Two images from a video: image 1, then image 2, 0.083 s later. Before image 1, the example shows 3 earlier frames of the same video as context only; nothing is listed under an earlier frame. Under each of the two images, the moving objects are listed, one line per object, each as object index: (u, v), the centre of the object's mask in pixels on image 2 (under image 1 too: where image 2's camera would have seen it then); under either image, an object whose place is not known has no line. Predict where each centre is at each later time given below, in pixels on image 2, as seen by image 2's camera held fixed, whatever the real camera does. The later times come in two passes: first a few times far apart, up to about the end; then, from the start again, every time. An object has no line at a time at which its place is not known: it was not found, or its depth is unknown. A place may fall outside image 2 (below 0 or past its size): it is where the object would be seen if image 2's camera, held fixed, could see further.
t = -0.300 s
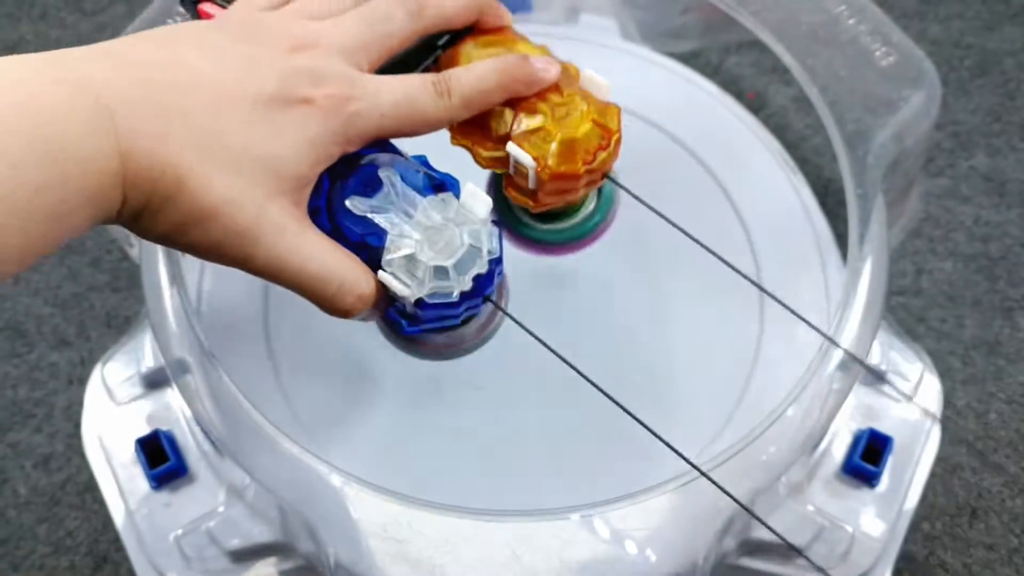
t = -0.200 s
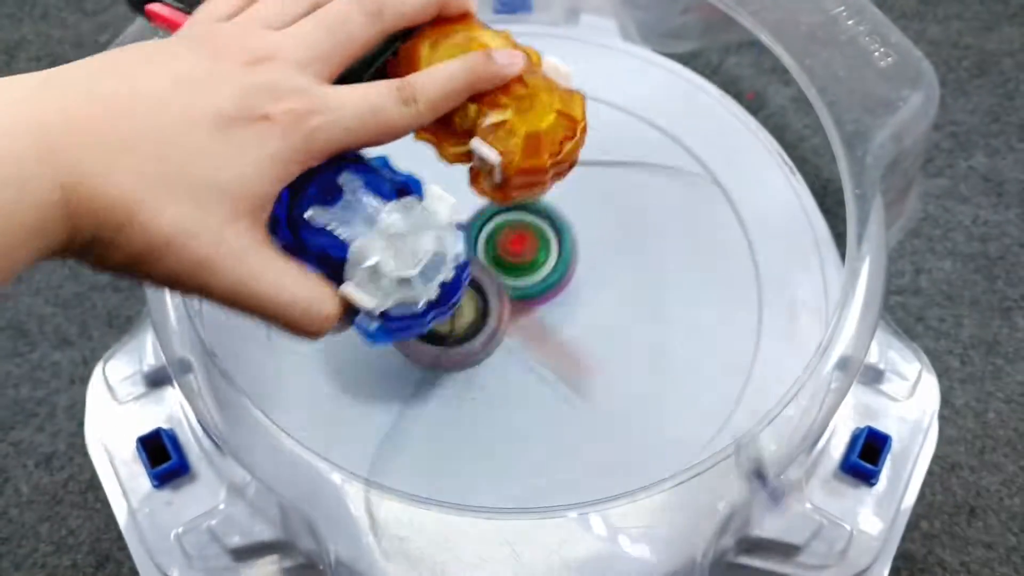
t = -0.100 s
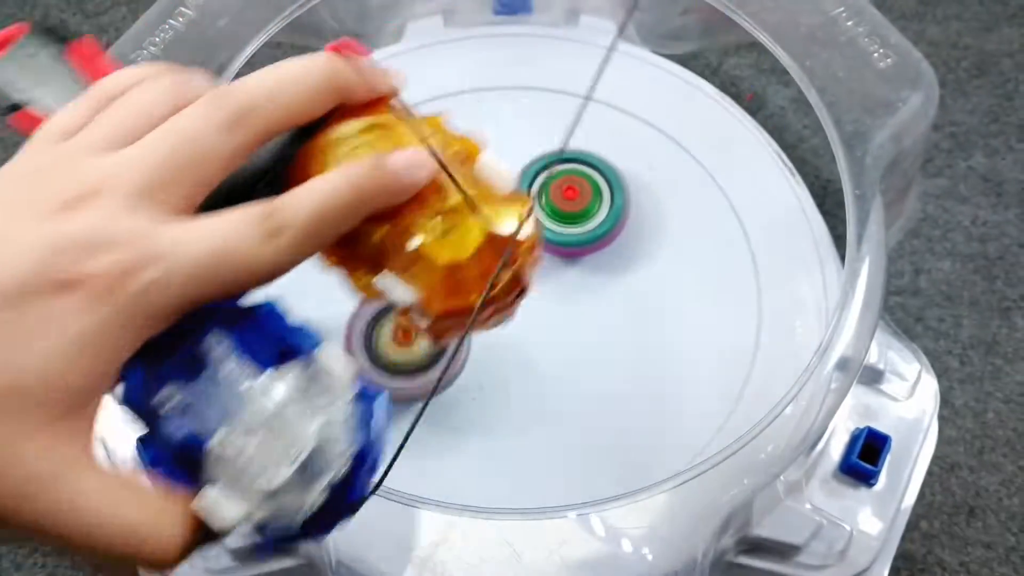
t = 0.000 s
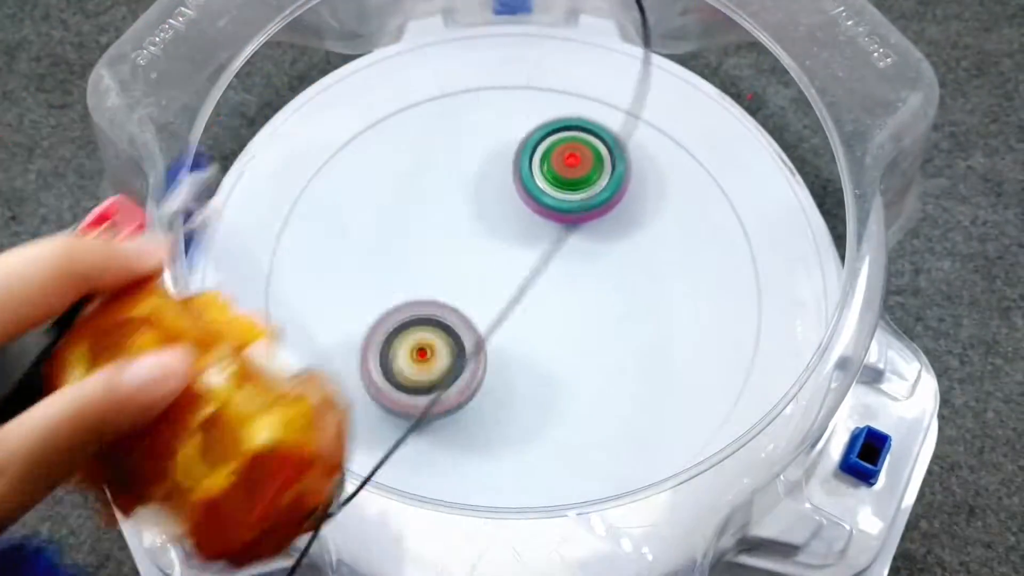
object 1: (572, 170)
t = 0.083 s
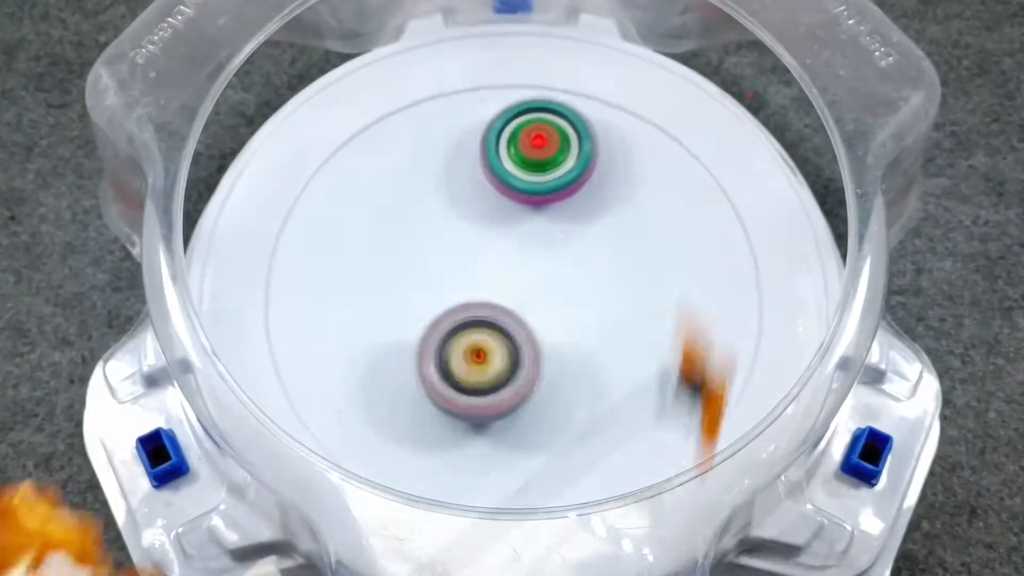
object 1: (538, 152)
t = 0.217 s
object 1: (448, 170)
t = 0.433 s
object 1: (426, 375)
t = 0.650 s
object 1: (743, 396)
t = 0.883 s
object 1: (737, 141)
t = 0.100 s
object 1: (529, 150)
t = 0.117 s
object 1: (519, 149)
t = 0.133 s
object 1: (508, 149)
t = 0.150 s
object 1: (496, 150)
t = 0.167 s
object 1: (484, 153)
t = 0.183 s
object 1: (472, 157)
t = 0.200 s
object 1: (460, 163)
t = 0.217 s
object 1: (448, 170)
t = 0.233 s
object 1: (437, 179)
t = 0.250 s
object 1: (426, 189)
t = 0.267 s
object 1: (416, 201)
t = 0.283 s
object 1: (408, 215)
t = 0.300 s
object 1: (401, 230)
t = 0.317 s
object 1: (396, 247)
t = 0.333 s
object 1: (392, 264)
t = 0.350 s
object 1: (391, 282)
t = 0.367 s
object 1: (393, 301)
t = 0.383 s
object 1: (397, 320)
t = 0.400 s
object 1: (404, 339)
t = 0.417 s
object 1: (414, 357)
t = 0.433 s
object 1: (426, 375)
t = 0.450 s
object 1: (440, 391)
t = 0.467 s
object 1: (458, 405)
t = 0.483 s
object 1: (478, 418)
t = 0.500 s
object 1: (501, 430)
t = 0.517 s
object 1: (526, 438)
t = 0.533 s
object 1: (552, 442)
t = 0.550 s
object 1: (580, 444)
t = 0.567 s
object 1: (608, 442)
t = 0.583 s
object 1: (636, 436)
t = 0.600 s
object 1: (663, 428)
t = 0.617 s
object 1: (689, 418)
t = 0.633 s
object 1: (721, 413)
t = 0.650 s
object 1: (743, 396)
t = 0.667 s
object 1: (762, 382)
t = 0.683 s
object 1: (766, 357)
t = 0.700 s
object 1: (774, 337)
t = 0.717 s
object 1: (779, 318)
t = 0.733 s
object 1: (784, 298)
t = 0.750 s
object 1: (786, 279)
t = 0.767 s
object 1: (786, 260)
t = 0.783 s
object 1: (784, 241)
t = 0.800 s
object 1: (780, 222)
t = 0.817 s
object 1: (774, 204)
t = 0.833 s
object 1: (767, 187)
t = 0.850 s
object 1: (759, 171)
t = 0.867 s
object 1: (748, 155)
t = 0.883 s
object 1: (737, 141)
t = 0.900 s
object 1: (725, 127)
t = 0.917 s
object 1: (713, 115)
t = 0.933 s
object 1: (699, 103)
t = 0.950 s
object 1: (687, 92)
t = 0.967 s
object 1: (672, 83)
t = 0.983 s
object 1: (658, 73)
